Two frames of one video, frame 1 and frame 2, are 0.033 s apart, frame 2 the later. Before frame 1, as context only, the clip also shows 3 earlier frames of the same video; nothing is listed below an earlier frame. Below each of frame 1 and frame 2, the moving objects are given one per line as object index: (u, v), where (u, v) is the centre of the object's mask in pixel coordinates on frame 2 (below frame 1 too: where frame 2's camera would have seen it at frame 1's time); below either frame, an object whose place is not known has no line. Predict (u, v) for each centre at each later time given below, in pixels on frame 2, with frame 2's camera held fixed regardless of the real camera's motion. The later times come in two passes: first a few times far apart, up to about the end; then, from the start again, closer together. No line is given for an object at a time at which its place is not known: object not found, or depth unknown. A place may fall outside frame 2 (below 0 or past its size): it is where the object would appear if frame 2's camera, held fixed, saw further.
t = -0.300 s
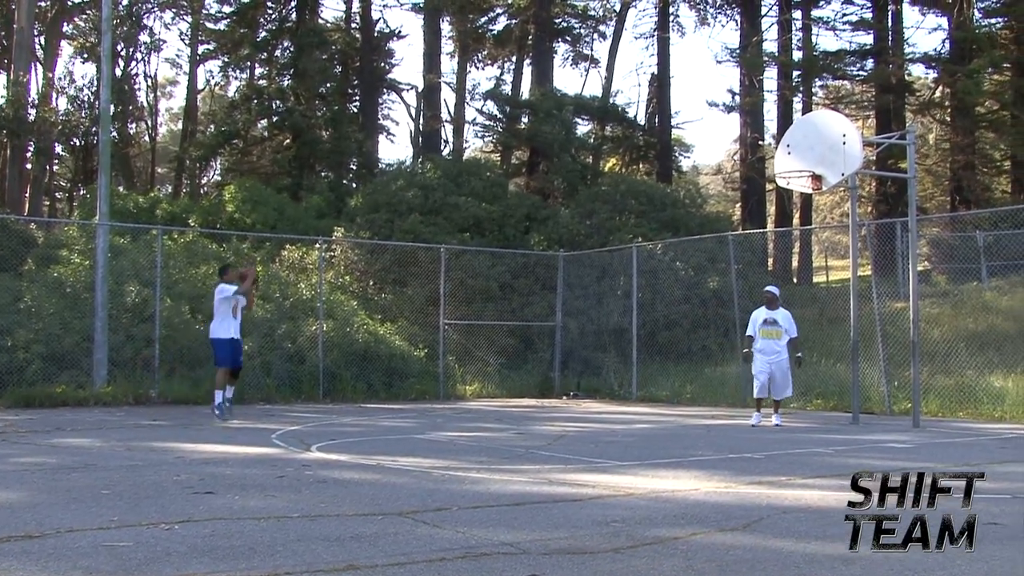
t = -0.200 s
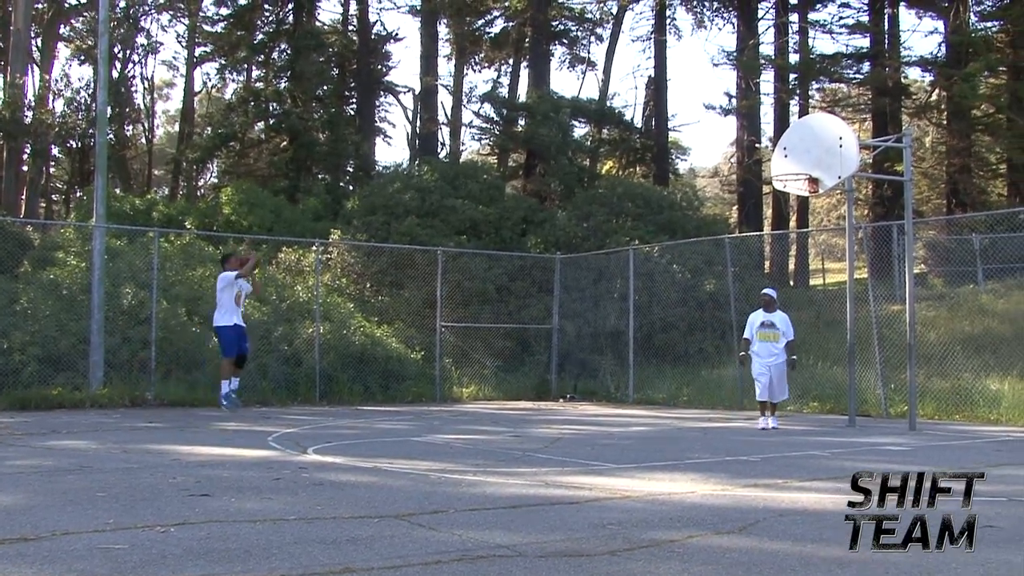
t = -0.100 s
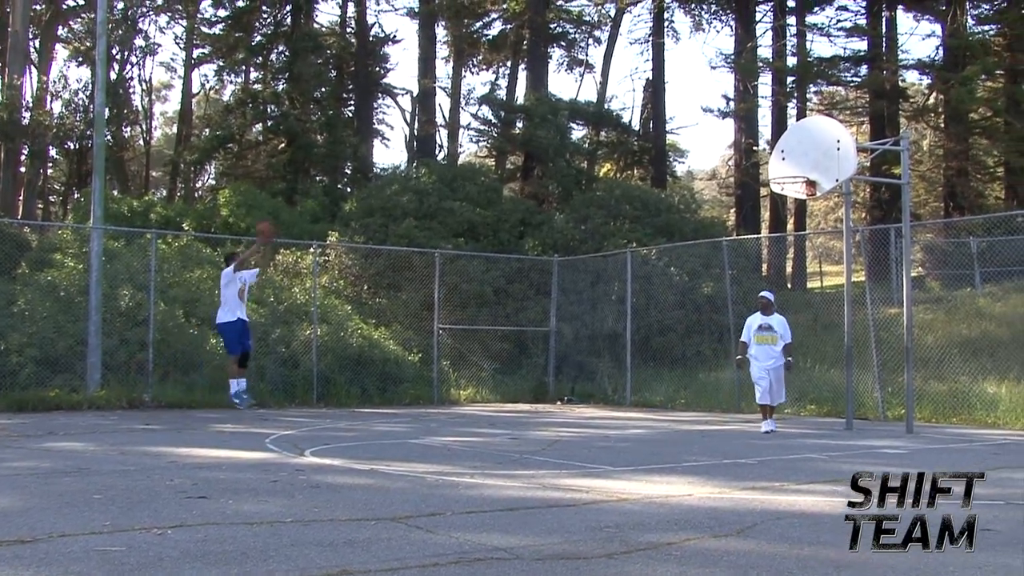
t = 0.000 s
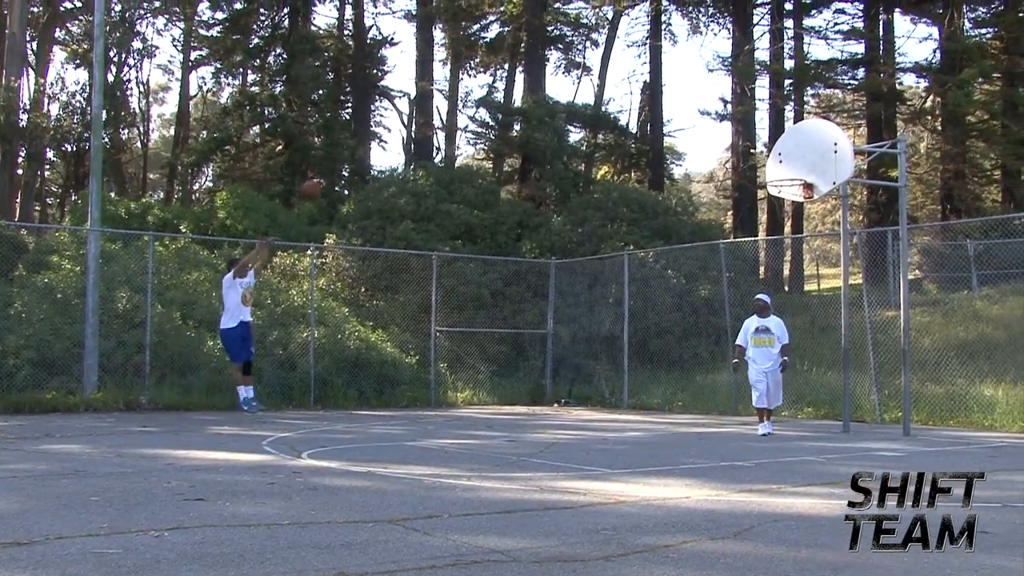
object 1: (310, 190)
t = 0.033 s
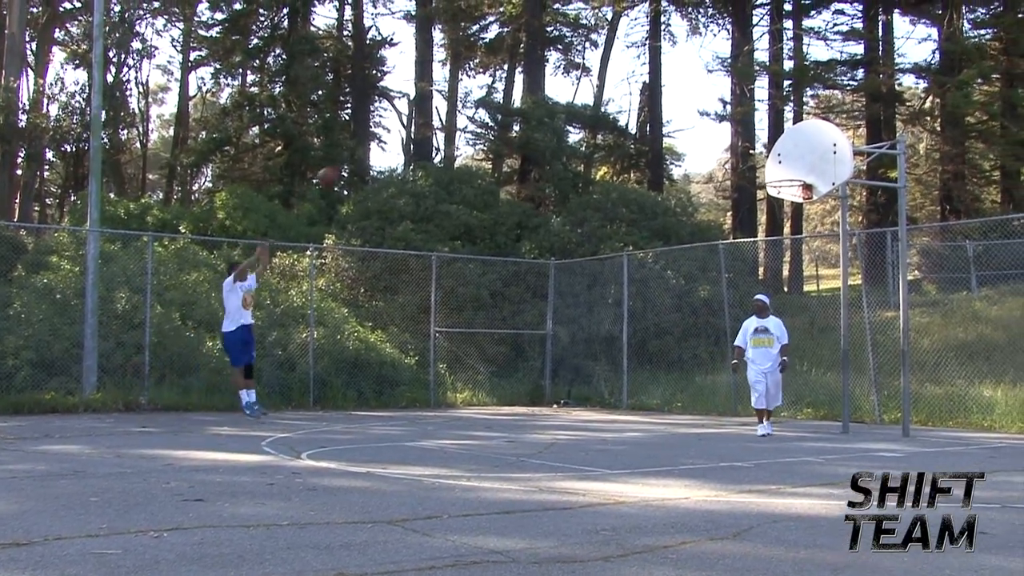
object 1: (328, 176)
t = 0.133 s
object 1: (376, 145)
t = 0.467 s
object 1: (536, 91)
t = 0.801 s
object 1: (695, 126)
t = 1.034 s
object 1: (789, 173)
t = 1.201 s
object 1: (809, 157)
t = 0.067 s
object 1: (344, 165)
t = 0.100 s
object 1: (358, 154)
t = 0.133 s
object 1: (376, 145)
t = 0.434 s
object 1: (523, 94)
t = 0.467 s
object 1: (536, 91)
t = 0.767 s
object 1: (678, 119)
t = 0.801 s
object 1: (695, 126)
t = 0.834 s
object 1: (710, 135)
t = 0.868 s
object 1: (726, 144)
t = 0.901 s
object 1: (745, 153)
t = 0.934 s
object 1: (757, 164)
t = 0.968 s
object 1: (771, 173)
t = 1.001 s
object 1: (780, 173)
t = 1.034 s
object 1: (789, 173)
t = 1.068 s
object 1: (797, 174)
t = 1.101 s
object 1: (801, 168)
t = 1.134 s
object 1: (804, 164)
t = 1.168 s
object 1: (809, 161)
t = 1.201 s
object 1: (809, 157)
